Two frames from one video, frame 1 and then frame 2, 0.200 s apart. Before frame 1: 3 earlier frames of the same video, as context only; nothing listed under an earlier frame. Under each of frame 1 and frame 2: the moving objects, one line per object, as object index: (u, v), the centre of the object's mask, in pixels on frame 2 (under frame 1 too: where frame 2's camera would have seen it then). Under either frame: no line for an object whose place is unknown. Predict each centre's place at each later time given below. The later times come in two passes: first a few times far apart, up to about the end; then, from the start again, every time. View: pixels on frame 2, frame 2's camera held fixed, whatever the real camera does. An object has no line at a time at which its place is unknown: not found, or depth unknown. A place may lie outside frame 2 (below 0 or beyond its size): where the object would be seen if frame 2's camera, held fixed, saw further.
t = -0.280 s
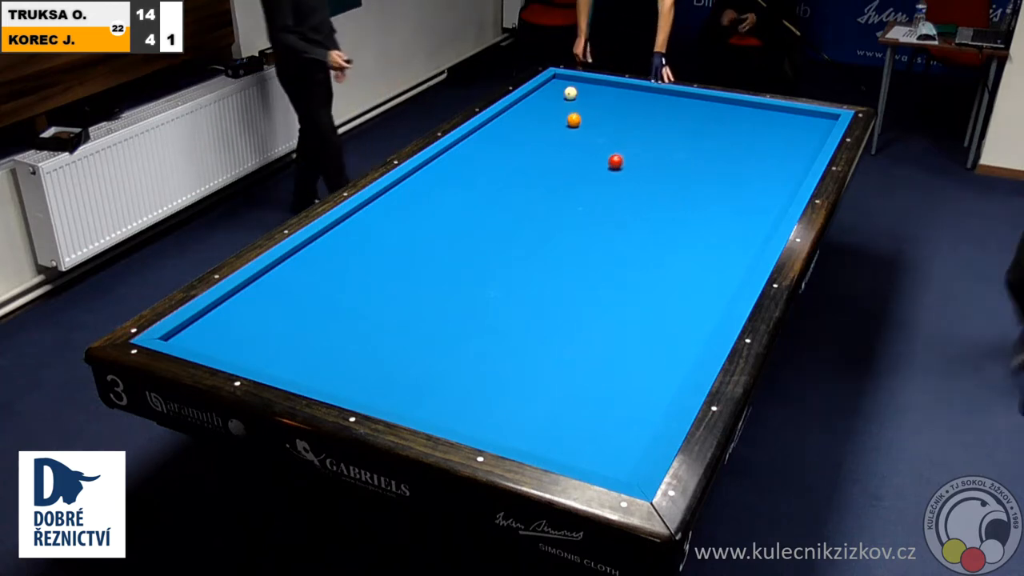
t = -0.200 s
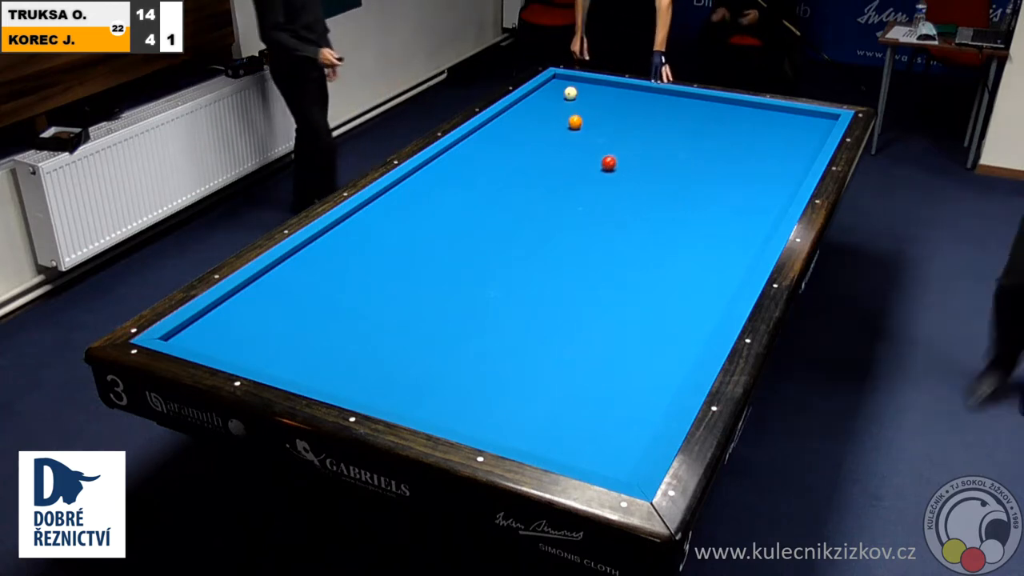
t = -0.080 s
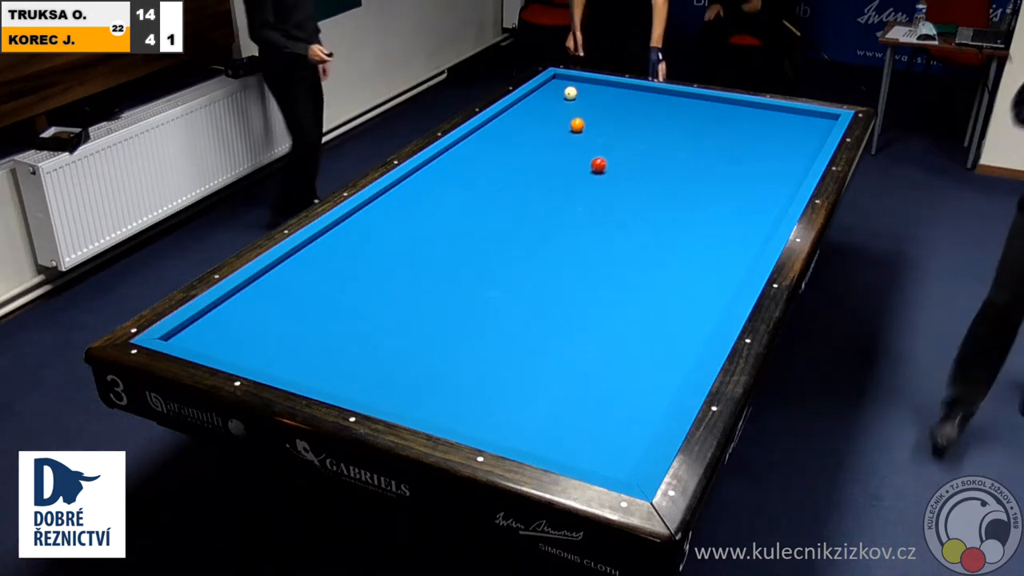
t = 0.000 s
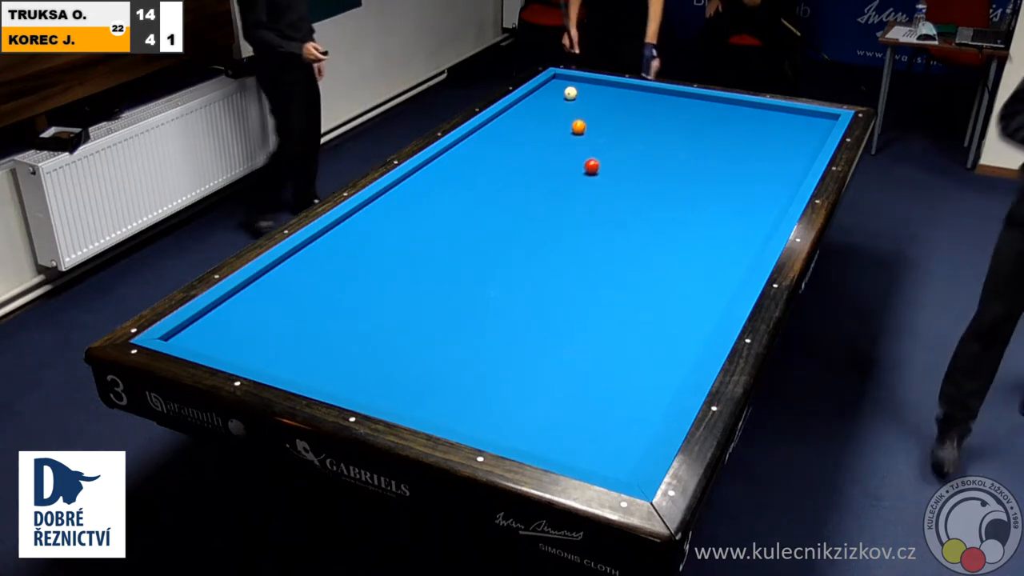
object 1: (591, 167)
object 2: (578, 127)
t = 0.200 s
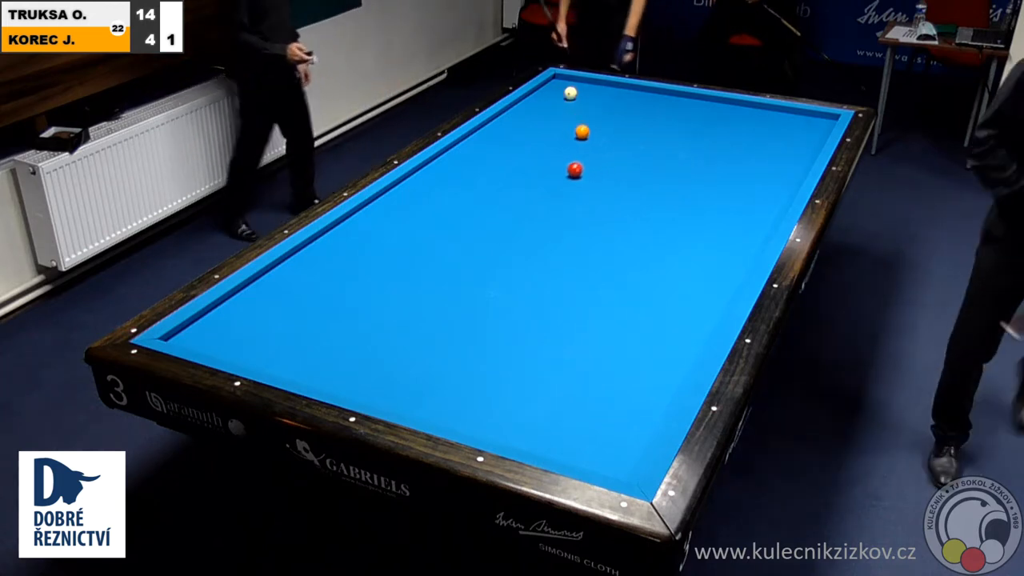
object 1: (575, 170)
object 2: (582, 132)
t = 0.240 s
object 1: (571, 171)
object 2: (583, 133)
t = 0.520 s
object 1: (548, 175)
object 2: (588, 140)
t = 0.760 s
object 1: (528, 179)
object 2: (592, 146)
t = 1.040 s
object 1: (505, 184)
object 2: (597, 153)
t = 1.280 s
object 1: (486, 188)
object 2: (601, 158)
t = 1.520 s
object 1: (467, 192)
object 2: (605, 164)
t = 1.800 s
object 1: (446, 196)
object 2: (610, 170)
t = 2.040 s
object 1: (428, 200)
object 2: (614, 176)
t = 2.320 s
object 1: (407, 204)
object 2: (618, 182)
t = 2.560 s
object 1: (390, 207)
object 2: (622, 187)
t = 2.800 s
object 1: (373, 211)
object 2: (626, 192)
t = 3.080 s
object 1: (355, 215)
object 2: (630, 198)
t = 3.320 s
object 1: (354, 219)
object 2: (634, 202)
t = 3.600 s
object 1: (352, 224)
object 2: (638, 207)
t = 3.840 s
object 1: (351, 229)
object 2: (641, 211)
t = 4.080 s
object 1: (351, 233)
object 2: (644, 215)
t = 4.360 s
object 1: (350, 237)
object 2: (648, 219)
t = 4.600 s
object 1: (349, 241)
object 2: (650, 223)
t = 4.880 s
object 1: (347, 245)
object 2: (653, 226)
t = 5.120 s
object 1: (347, 247)
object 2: (656, 229)
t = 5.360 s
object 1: (346, 250)
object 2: (658, 231)
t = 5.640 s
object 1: (345, 252)
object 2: (660, 233)
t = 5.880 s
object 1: (344, 254)
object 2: (661, 235)
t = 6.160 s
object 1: (343, 256)
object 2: (662, 237)
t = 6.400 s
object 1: (343, 257)
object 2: (663, 238)
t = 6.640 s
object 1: (342, 257)
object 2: (664, 238)
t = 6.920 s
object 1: (342, 258)
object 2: (664, 239)
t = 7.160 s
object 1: (342, 258)
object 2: (665, 239)
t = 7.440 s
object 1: (342, 258)
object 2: (665, 239)
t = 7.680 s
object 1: (342, 258)
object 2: (665, 239)
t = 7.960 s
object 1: (342, 258)
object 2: (665, 239)
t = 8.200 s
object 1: (342, 258)
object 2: (665, 239)
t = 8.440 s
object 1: (342, 258)
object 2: (665, 239)
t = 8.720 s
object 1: (342, 258)
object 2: (665, 239)
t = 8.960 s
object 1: (342, 257)
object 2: (665, 239)
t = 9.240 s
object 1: (342, 257)
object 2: (665, 239)
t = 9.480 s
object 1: (342, 257)
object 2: (665, 239)
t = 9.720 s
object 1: (342, 257)
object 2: (665, 239)
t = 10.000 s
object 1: (342, 257)
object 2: (665, 239)
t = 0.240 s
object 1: (571, 171)
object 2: (583, 133)
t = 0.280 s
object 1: (568, 171)
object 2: (583, 134)
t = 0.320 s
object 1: (565, 172)
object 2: (584, 135)
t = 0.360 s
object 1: (561, 173)
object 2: (585, 136)
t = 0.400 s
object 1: (558, 174)
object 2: (585, 137)
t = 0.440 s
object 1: (554, 174)
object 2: (586, 138)
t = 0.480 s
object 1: (551, 175)
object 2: (587, 139)
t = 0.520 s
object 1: (548, 175)
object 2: (588, 140)
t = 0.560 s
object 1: (545, 176)
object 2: (588, 141)
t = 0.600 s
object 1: (541, 177)
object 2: (589, 142)
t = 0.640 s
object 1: (538, 177)
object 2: (590, 143)
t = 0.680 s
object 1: (535, 178)
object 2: (590, 144)
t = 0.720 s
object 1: (531, 179)
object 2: (591, 145)
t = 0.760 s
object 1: (528, 179)
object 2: (592, 146)
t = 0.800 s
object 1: (525, 180)
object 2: (592, 147)
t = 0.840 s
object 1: (522, 181)
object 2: (593, 148)
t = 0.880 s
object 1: (518, 182)
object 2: (594, 149)
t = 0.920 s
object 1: (515, 182)
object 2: (595, 150)
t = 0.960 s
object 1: (512, 183)
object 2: (595, 151)
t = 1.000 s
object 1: (509, 183)
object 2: (596, 152)
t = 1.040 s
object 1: (505, 184)
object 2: (597, 153)
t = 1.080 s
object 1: (502, 185)
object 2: (597, 154)
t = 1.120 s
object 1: (499, 186)
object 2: (598, 155)
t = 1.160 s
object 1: (496, 186)
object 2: (599, 155)
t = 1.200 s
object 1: (492, 187)
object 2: (599, 156)
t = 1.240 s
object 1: (489, 187)
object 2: (600, 158)
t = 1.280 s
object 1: (486, 188)
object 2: (601, 158)
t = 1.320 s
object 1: (483, 189)
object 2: (602, 159)
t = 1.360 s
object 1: (480, 189)
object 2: (602, 161)
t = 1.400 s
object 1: (477, 190)
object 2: (603, 161)
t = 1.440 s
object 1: (473, 191)
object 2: (604, 162)
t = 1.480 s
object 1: (470, 191)
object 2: (604, 163)
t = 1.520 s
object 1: (467, 192)
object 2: (605, 164)
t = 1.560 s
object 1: (464, 192)
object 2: (606, 165)
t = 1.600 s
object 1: (461, 193)
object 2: (606, 166)
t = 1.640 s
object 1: (458, 194)
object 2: (607, 167)
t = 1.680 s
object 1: (455, 194)
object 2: (608, 168)
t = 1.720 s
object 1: (452, 195)
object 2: (608, 169)
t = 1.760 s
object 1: (449, 196)
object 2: (609, 169)
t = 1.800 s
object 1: (446, 196)
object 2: (610, 170)
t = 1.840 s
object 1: (443, 197)
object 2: (610, 172)
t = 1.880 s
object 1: (439, 197)
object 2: (611, 172)
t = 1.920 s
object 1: (437, 198)
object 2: (612, 173)
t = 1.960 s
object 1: (434, 199)
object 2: (612, 174)
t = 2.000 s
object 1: (430, 199)
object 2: (613, 175)
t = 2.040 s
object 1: (428, 200)
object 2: (614, 176)
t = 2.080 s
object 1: (424, 200)
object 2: (614, 177)
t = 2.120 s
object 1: (422, 201)
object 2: (615, 177)
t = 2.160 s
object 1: (419, 201)
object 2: (616, 178)
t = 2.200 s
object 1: (416, 202)
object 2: (616, 179)
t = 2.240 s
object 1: (413, 203)
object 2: (617, 180)
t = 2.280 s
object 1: (410, 203)
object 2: (618, 181)
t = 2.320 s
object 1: (407, 204)
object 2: (618, 182)
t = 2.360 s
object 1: (404, 204)
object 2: (619, 183)
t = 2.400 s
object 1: (401, 205)
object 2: (619, 183)
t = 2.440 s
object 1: (399, 206)
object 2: (620, 184)
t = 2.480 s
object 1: (396, 206)
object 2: (621, 185)
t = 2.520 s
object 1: (393, 207)
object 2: (622, 186)
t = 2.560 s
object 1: (390, 207)
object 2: (622, 187)
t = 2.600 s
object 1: (387, 208)
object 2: (623, 188)
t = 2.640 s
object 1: (384, 209)
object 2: (623, 189)
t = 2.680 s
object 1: (382, 209)
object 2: (624, 189)
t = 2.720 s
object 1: (379, 209)
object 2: (625, 191)
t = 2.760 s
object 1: (376, 210)
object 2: (625, 191)
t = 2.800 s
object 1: (373, 211)
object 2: (626, 192)
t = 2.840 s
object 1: (371, 211)
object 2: (626, 193)
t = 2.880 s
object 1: (368, 212)
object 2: (627, 194)
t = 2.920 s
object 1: (365, 212)
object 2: (628, 194)
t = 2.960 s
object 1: (363, 213)
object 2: (628, 195)
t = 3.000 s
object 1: (360, 213)
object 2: (629, 196)
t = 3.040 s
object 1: (358, 214)
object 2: (630, 197)
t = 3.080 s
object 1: (355, 215)
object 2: (630, 198)
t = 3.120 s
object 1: (355, 215)
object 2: (631, 198)
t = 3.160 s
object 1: (354, 216)
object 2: (631, 199)
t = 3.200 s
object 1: (354, 217)
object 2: (632, 200)
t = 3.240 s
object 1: (354, 218)
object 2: (633, 201)
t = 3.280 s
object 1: (354, 218)
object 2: (633, 201)
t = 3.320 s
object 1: (354, 219)
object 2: (634, 202)
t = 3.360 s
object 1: (353, 220)
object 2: (634, 203)
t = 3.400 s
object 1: (353, 221)
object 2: (635, 204)
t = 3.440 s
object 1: (353, 221)
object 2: (636, 204)
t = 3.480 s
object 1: (353, 222)
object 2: (636, 205)
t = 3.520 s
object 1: (353, 223)
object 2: (637, 206)
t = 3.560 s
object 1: (353, 224)
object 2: (637, 207)
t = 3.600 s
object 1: (352, 224)
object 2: (638, 207)
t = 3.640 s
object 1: (352, 225)
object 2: (639, 208)
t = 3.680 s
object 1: (352, 226)
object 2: (639, 208)
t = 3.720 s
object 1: (352, 227)
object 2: (640, 209)
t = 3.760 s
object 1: (352, 227)
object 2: (640, 210)
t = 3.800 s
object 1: (352, 228)
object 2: (641, 211)
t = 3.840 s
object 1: (351, 229)
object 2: (641, 211)
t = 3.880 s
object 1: (351, 230)
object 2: (642, 212)
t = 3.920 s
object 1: (351, 231)
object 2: (642, 213)
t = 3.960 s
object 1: (351, 231)
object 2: (643, 213)
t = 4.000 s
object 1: (351, 232)
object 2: (643, 214)
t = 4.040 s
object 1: (351, 233)
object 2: (644, 214)
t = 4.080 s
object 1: (351, 233)
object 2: (644, 215)
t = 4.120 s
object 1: (350, 234)
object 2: (645, 216)
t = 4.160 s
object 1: (350, 235)
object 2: (645, 216)
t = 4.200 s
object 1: (350, 235)
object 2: (646, 217)
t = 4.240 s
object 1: (350, 236)
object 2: (646, 217)
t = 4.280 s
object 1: (350, 236)
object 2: (647, 218)
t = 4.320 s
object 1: (350, 237)
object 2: (647, 219)
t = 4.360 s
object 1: (350, 237)
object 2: (648, 219)
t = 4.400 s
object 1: (349, 238)
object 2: (648, 220)
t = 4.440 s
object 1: (349, 239)
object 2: (649, 220)
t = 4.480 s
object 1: (349, 239)
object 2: (649, 221)
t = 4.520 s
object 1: (349, 240)
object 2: (650, 221)
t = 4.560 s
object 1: (349, 241)
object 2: (650, 222)
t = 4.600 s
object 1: (349, 241)
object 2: (650, 223)
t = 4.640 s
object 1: (348, 242)
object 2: (651, 223)
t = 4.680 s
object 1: (348, 242)
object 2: (651, 223)
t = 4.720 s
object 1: (348, 243)
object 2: (652, 224)
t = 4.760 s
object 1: (348, 243)
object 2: (652, 224)
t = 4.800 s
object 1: (348, 244)
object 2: (653, 225)
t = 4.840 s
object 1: (348, 244)
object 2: (653, 225)
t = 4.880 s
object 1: (347, 245)
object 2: (653, 226)
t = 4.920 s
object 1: (347, 245)
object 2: (654, 226)
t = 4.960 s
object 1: (347, 246)
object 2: (654, 227)
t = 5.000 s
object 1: (347, 246)
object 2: (654, 227)
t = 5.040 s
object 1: (347, 246)
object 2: (655, 228)
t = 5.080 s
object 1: (347, 247)
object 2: (655, 228)
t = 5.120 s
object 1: (347, 247)
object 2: (656, 229)
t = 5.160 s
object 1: (347, 248)
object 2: (656, 229)
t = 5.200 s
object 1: (347, 248)
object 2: (656, 229)
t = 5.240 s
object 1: (346, 249)
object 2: (657, 230)
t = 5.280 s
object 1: (346, 249)
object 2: (657, 230)
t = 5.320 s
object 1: (346, 249)
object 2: (657, 231)
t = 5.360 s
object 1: (346, 250)
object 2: (658, 231)
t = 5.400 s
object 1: (346, 250)
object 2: (658, 231)
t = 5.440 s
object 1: (346, 251)
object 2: (658, 232)
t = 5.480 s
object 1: (345, 251)
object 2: (659, 232)
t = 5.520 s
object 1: (345, 251)
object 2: (659, 232)
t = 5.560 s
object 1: (345, 252)
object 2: (659, 233)
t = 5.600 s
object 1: (345, 252)
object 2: (659, 233)
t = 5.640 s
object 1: (345, 252)
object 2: (660, 233)
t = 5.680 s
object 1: (345, 253)
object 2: (660, 234)
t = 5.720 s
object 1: (345, 253)
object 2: (660, 234)
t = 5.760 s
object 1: (344, 253)
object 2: (661, 234)
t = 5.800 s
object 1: (344, 253)
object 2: (661, 235)
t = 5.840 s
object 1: (344, 254)
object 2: (661, 235)
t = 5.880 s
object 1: (344, 254)
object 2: (661, 235)
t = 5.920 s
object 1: (344, 254)
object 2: (661, 235)
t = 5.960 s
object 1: (344, 255)
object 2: (662, 235)
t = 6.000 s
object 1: (344, 255)
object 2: (662, 236)
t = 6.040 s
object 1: (343, 255)
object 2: (662, 236)
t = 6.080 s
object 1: (343, 255)
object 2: (662, 236)
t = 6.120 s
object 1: (343, 255)
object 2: (662, 236)
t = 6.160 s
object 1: (343, 256)
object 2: (662, 237)
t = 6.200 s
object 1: (343, 256)
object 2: (663, 237)
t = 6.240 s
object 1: (343, 256)
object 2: (663, 237)
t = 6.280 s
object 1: (343, 256)
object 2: (663, 237)
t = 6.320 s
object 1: (343, 256)
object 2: (663, 237)
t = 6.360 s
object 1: (343, 256)
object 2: (663, 237)
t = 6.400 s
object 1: (343, 257)
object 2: (663, 238)
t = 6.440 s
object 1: (343, 257)
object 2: (663, 238)
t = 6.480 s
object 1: (343, 257)
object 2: (663, 238)
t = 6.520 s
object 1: (343, 257)
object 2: (664, 238)
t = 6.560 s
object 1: (342, 257)
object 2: (664, 238)
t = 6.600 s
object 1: (342, 257)
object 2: (664, 238)
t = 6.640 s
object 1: (342, 257)
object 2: (664, 238)
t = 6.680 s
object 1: (342, 257)
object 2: (664, 238)
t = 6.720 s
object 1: (342, 257)
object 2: (664, 238)
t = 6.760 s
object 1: (342, 258)
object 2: (664, 239)
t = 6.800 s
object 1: (342, 258)
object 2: (664, 239)
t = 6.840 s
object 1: (342, 258)
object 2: (664, 239)
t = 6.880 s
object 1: (342, 258)
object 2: (664, 239)
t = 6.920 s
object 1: (342, 258)
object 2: (664, 239)
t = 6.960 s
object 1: (342, 258)
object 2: (664, 239)
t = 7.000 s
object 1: (342, 258)
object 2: (664, 239)
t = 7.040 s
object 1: (342, 258)
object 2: (664, 239)
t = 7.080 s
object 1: (342, 258)
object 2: (665, 239)
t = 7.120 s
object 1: (342, 258)
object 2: (665, 239)
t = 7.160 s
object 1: (342, 258)
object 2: (665, 239)
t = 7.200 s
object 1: (342, 258)
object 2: (665, 239)
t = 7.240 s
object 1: (342, 258)
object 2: (665, 239)
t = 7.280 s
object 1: (342, 258)
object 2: (665, 239)
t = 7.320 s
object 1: (342, 258)
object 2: (665, 239)
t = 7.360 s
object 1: (342, 258)
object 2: (665, 239)
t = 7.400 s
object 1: (342, 258)
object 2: (665, 239)
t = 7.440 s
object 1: (342, 258)
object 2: (665, 239)
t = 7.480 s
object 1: (342, 258)
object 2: (665, 239)
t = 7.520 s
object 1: (342, 258)
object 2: (665, 239)
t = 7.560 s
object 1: (342, 258)
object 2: (665, 239)
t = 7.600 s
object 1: (342, 258)
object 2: (665, 239)
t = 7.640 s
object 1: (342, 258)
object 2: (665, 239)
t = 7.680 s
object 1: (342, 258)
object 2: (665, 239)
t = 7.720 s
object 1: (342, 258)
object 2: (665, 239)
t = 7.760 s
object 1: (342, 258)
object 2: (665, 239)
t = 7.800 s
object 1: (342, 258)
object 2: (665, 239)
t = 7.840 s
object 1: (342, 258)
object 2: (665, 239)
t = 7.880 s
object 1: (342, 258)
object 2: (665, 239)
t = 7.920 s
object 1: (342, 258)
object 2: (665, 239)
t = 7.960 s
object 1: (342, 258)
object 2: (665, 239)
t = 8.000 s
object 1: (342, 258)
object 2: (665, 239)
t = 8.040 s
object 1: (342, 258)
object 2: (665, 239)
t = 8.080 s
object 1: (342, 258)
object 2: (665, 239)
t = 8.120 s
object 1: (342, 258)
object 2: (665, 239)
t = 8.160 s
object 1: (342, 258)
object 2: (665, 239)
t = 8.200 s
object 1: (342, 258)
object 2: (665, 239)
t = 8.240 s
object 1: (342, 258)
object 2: (665, 239)
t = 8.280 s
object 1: (342, 258)
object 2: (665, 239)
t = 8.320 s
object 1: (342, 258)
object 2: (665, 239)
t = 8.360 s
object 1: (342, 258)
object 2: (665, 239)
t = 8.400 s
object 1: (342, 258)
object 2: (665, 239)
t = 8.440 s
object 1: (342, 258)
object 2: (665, 239)
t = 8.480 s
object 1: (342, 258)
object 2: (665, 239)
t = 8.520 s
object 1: (342, 258)
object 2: (665, 239)
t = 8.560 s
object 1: (342, 258)
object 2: (665, 239)
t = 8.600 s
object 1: (342, 258)
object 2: (665, 239)
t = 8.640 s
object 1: (342, 258)
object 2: (665, 239)
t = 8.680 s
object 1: (342, 258)
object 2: (665, 239)
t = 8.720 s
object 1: (342, 258)
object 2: (665, 239)
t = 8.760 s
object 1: (342, 258)
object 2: (665, 239)
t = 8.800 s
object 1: (342, 258)
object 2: (665, 239)
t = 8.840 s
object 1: (342, 258)
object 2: (665, 239)
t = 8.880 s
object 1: (342, 258)
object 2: (665, 239)
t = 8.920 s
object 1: (342, 257)
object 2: (665, 239)
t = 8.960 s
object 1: (342, 257)
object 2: (665, 239)
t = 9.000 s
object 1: (342, 257)
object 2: (665, 239)
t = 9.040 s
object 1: (342, 257)
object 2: (665, 239)
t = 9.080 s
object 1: (342, 257)
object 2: (665, 239)
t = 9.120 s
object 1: (342, 257)
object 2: (665, 239)
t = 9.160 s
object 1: (342, 257)
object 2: (665, 239)
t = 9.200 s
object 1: (342, 257)
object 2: (665, 239)
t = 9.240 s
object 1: (342, 257)
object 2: (665, 239)
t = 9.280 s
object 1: (342, 257)
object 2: (665, 239)
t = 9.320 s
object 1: (342, 257)
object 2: (665, 239)
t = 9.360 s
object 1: (342, 257)
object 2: (665, 239)
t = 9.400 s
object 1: (342, 257)
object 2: (665, 239)
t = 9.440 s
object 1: (342, 257)
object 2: (665, 239)
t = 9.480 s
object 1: (342, 257)
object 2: (665, 239)
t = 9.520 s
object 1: (342, 258)
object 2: (665, 239)
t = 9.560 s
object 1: (342, 257)
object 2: (665, 239)
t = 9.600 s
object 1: (342, 257)
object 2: (665, 239)
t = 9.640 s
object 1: (342, 257)
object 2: (665, 239)
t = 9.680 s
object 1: (342, 258)
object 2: (665, 239)
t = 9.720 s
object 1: (342, 257)
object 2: (665, 239)
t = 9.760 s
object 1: (342, 257)
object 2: (665, 239)
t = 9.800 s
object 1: (342, 257)
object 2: (665, 239)
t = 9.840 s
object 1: (342, 257)
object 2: (665, 239)
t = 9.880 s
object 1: (342, 257)
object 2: (665, 239)
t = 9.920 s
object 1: (342, 257)
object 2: (665, 239)
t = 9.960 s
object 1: (342, 257)
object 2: (665, 239)
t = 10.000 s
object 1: (342, 257)
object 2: (665, 239)
